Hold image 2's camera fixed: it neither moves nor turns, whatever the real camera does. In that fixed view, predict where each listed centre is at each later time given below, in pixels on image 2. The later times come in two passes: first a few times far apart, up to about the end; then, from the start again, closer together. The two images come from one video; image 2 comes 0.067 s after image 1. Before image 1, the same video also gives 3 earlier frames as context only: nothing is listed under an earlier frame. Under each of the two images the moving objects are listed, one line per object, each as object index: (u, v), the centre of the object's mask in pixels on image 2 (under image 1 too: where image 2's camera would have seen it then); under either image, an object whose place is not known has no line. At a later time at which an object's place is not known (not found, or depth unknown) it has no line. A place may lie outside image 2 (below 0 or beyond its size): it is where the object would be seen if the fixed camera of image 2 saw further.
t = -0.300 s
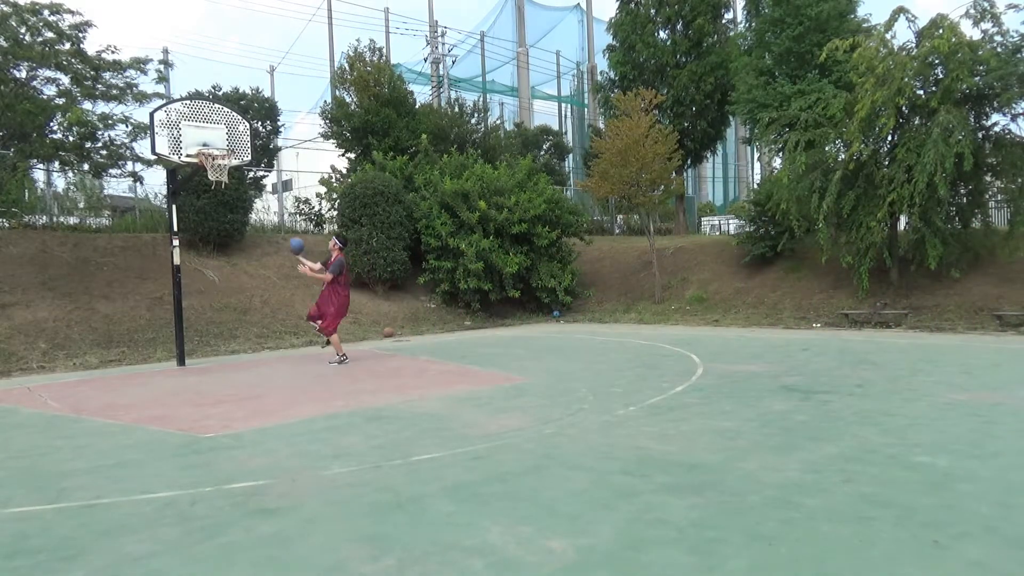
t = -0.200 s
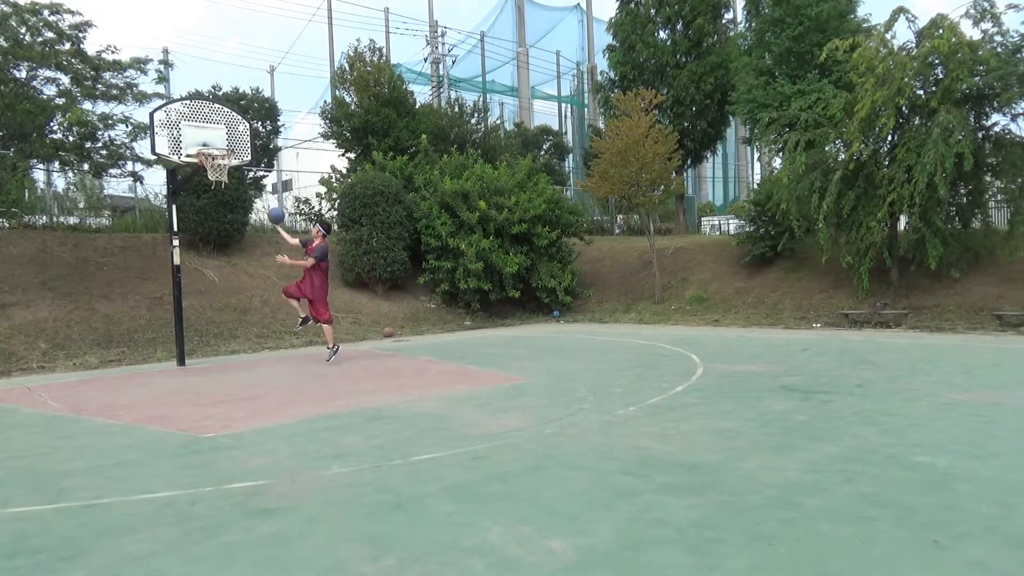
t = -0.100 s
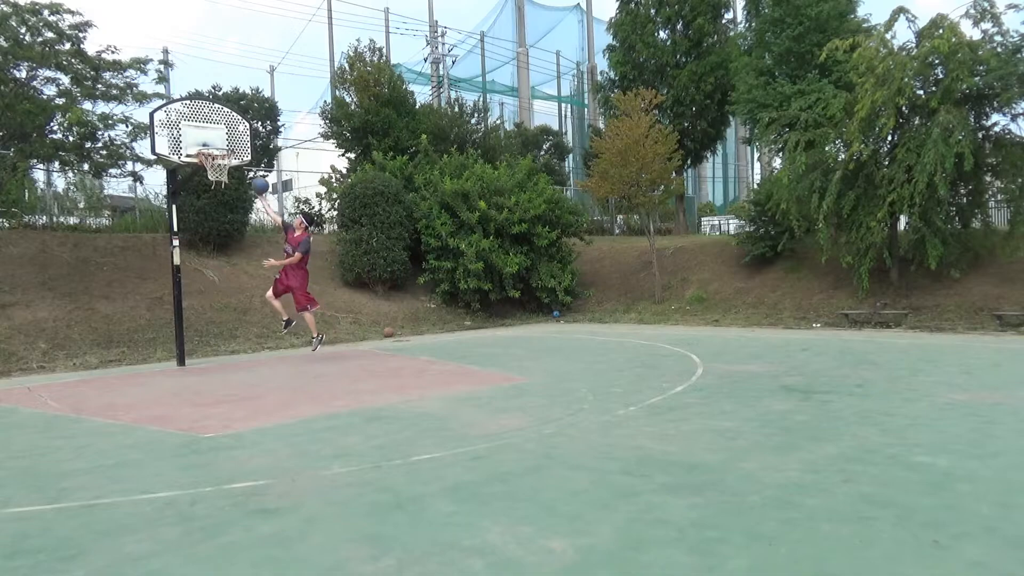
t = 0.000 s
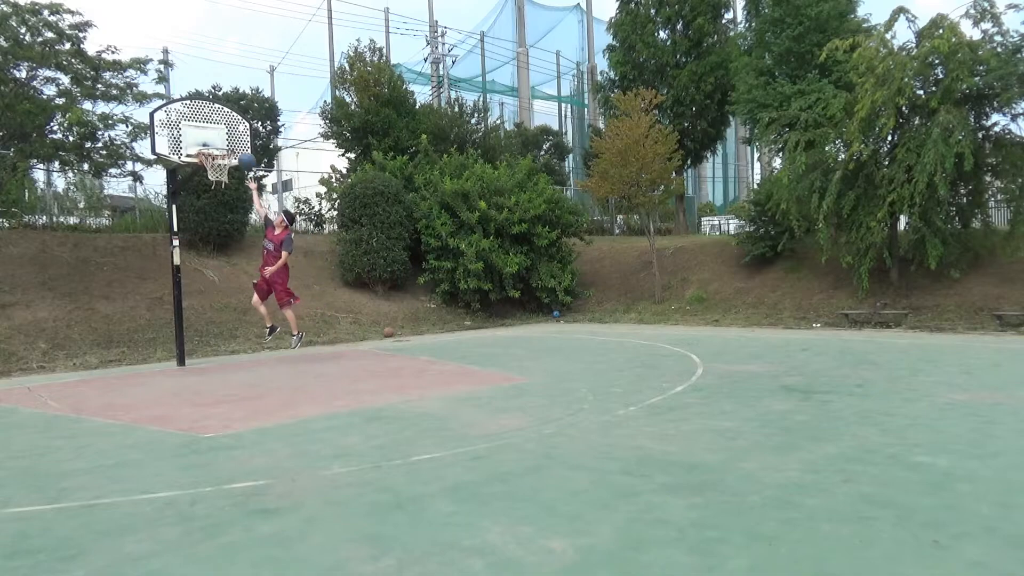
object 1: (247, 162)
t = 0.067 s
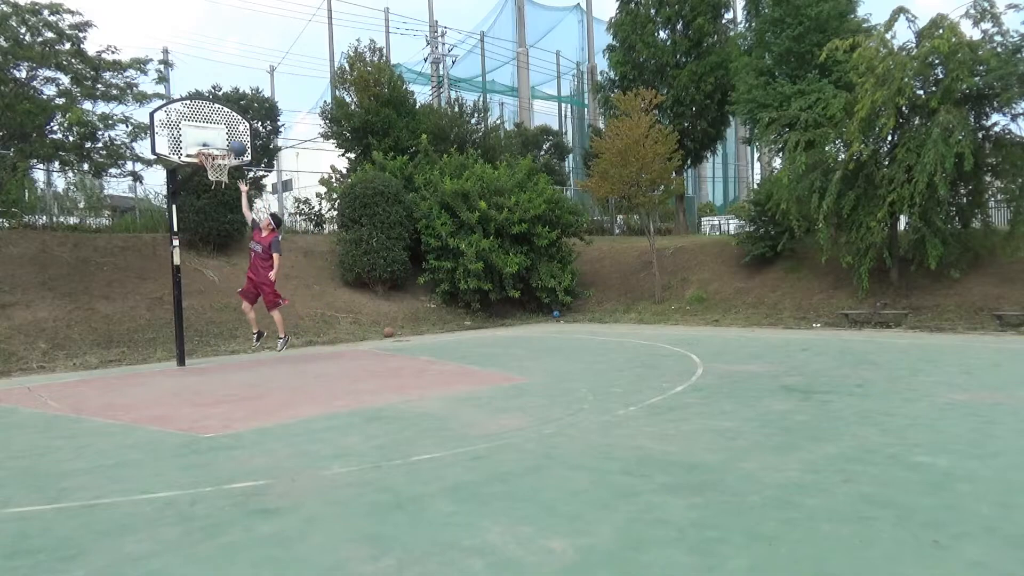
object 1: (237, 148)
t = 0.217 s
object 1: (225, 133)
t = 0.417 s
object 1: (219, 136)
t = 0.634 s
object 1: (219, 165)
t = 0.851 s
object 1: (217, 229)
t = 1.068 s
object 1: (221, 316)
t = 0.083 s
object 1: (235, 146)
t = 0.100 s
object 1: (233, 144)
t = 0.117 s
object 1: (231, 142)
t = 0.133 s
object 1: (229, 140)
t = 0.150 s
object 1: (227, 138)
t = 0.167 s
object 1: (227, 136)
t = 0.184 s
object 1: (226, 135)
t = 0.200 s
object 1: (225, 134)
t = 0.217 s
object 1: (225, 133)
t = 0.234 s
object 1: (225, 132)
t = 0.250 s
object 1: (224, 131)
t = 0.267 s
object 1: (223, 131)
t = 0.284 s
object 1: (223, 131)
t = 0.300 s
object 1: (222, 131)
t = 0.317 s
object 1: (222, 131)
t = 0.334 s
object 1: (222, 131)
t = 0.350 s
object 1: (221, 132)
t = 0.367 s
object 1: (221, 133)
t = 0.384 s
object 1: (220, 133)
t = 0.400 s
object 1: (220, 135)
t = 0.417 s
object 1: (219, 136)
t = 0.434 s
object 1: (219, 138)
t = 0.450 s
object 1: (218, 140)
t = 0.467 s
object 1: (218, 141)
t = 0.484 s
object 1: (217, 142)
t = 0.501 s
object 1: (217, 144)
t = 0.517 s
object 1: (217, 145)
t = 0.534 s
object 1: (217, 146)
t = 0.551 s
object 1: (216, 154)
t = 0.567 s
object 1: (216, 157)
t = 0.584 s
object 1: (218, 158)
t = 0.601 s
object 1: (218, 159)
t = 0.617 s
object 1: (218, 162)
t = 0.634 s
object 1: (219, 165)
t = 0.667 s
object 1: (216, 183)
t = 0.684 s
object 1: (216, 184)
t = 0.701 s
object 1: (217, 186)
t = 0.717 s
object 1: (217, 188)
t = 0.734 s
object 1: (216, 193)
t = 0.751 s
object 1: (217, 198)
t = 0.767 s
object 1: (217, 203)
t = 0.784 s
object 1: (217, 207)
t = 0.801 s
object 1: (217, 212)
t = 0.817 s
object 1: (217, 218)
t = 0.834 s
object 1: (217, 223)
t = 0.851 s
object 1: (217, 229)
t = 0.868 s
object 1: (217, 235)
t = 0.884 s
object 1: (218, 240)
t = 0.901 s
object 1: (218, 247)
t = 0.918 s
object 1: (219, 252)
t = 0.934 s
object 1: (219, 259)
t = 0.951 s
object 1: (219, 265)
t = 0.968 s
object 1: (220, 272)
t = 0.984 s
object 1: (220, 279)
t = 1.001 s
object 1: (220, 286)
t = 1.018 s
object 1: (220, 293)
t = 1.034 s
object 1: (220, 301)
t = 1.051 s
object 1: (220, 308)
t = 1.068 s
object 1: (221, 316)
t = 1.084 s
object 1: (221, 324)
